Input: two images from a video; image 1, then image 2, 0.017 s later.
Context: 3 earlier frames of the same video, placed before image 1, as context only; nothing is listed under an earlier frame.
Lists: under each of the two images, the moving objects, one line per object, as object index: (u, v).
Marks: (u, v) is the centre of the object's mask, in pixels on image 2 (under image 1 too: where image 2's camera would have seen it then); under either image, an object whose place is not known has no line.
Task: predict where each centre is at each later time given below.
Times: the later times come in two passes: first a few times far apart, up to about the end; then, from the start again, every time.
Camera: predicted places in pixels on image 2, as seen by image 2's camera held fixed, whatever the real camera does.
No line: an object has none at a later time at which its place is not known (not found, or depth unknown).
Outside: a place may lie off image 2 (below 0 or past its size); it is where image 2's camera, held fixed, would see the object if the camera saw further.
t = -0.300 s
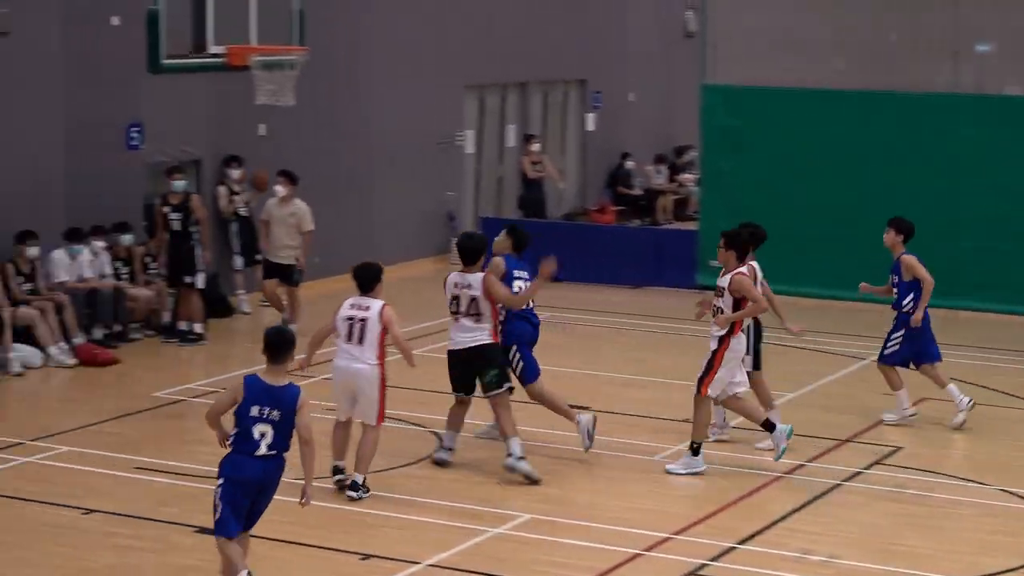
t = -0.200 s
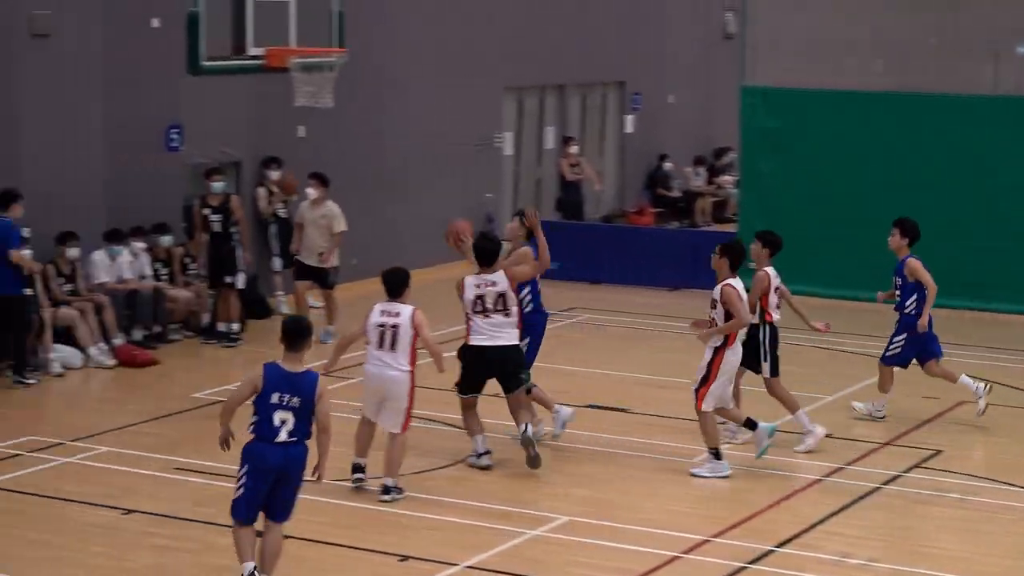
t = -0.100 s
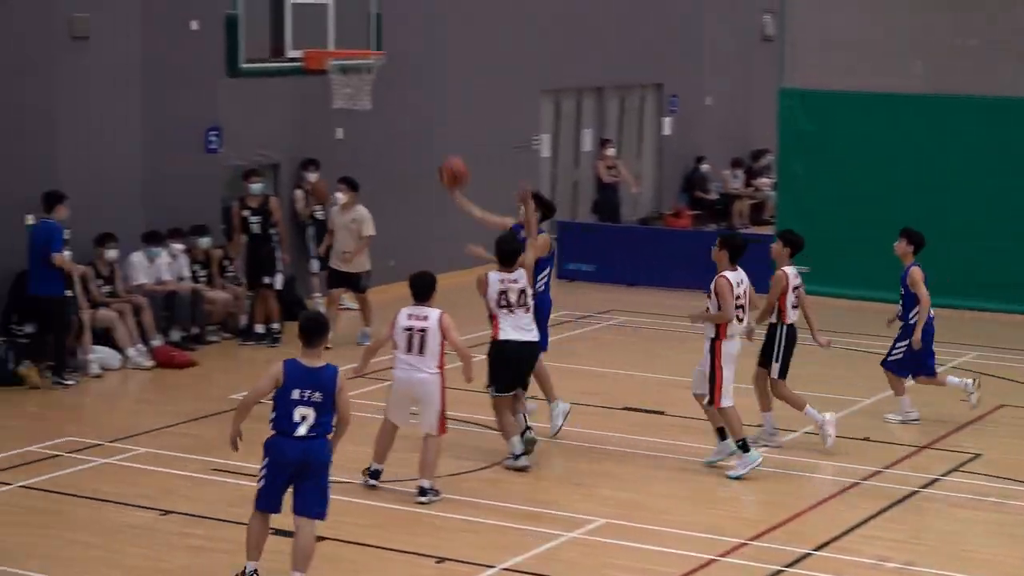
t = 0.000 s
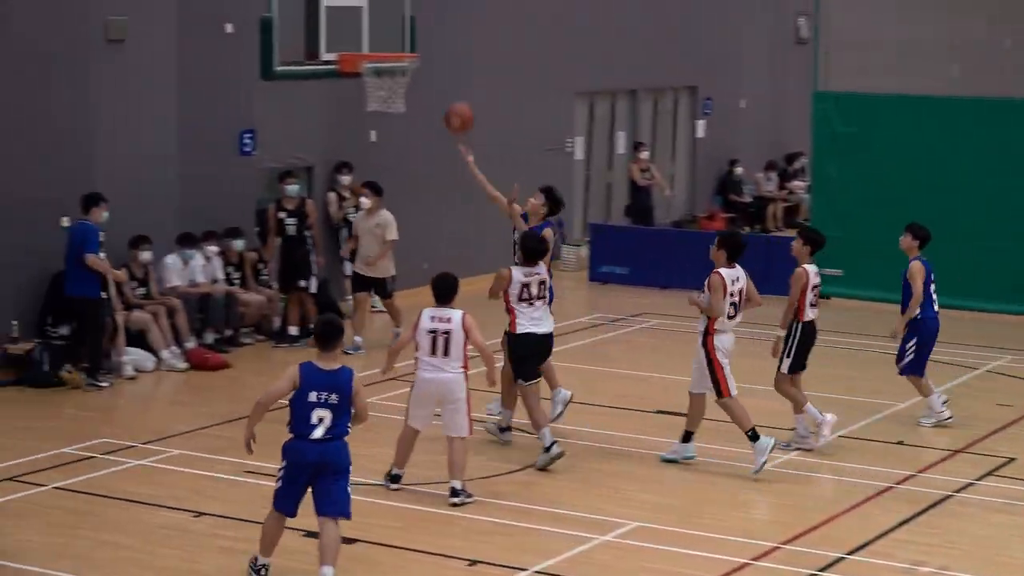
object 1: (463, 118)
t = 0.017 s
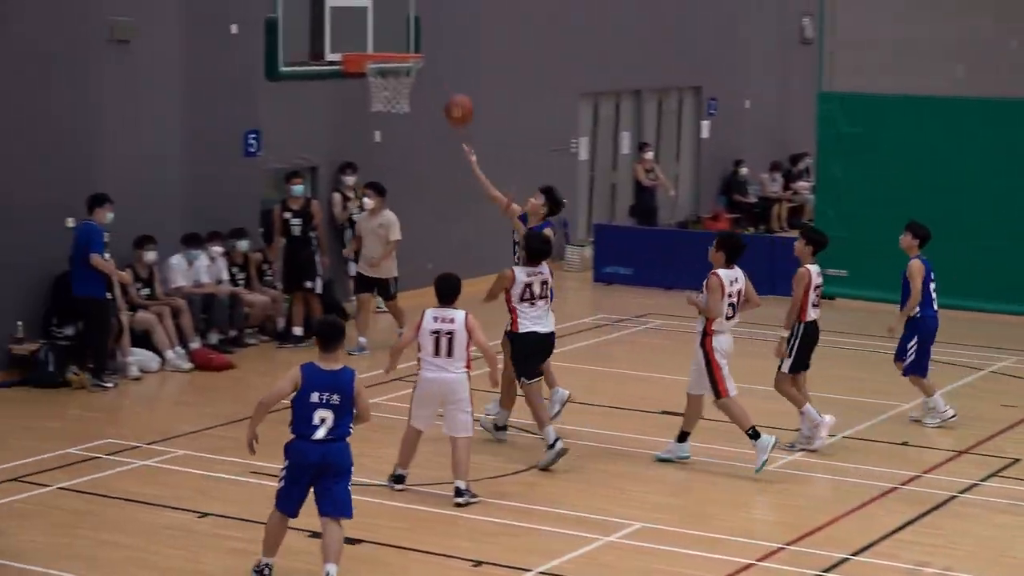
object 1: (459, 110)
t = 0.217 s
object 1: (406, 36)
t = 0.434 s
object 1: (380, 10)
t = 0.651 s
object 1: (396, 41)
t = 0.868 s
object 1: (396, 44)
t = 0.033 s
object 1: (454, 102)
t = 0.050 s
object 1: (450, 95)
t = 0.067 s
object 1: (446, 87)
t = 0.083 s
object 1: (441, 80)
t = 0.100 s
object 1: (437, 73)
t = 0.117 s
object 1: (433, 66)
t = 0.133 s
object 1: (431, 60)
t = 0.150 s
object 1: (427, 54)
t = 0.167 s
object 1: (421, 46)
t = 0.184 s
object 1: (416, 42)
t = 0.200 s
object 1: (410, 39)
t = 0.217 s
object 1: (406, 36)
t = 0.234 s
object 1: (401, 31)
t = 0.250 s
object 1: (397, 28)
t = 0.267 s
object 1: (392, 25)
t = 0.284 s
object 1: (387, 22)
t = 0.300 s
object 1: (383, 19)
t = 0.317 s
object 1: (379, 17)
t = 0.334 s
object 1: (375, 15)
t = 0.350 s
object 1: (375, 13)
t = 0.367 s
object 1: (376, 12)
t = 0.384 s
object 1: (377, 11)
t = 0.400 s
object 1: (379, 10)
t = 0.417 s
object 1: (379, 10)
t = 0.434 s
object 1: (380, 10)
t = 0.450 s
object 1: (382, 10)
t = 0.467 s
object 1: (383, 11)
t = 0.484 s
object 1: (384, 12)
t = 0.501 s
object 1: (386, 13)
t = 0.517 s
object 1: (386, 15)
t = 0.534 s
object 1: (387, 16)
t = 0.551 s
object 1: (389, 20)
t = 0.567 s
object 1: (390, 22)
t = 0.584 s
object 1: (391, 25)
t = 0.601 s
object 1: (391, 29)
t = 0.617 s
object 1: (392, 33)
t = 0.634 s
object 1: (394, 38)
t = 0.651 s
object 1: (396, 41)
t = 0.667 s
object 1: (396, 42)
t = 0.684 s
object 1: (396, 41)
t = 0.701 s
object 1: (397, 41)
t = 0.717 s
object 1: (397, 40)
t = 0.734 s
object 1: (398, 41)
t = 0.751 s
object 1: (399, 41)
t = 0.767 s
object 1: (400, 42)
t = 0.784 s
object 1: (401, 42)
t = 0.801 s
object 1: (401, 43)
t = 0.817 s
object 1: (402, 44)
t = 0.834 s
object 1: (401, 44)
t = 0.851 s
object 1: (399, 44)
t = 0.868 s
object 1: (396, 44)
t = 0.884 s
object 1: (395, 44)
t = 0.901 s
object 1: (394, 44)
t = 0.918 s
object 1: (392, 45)
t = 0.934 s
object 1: (390, 45)
